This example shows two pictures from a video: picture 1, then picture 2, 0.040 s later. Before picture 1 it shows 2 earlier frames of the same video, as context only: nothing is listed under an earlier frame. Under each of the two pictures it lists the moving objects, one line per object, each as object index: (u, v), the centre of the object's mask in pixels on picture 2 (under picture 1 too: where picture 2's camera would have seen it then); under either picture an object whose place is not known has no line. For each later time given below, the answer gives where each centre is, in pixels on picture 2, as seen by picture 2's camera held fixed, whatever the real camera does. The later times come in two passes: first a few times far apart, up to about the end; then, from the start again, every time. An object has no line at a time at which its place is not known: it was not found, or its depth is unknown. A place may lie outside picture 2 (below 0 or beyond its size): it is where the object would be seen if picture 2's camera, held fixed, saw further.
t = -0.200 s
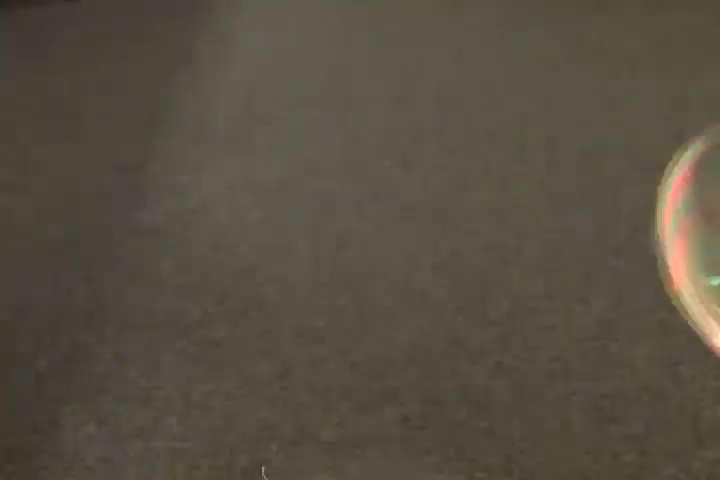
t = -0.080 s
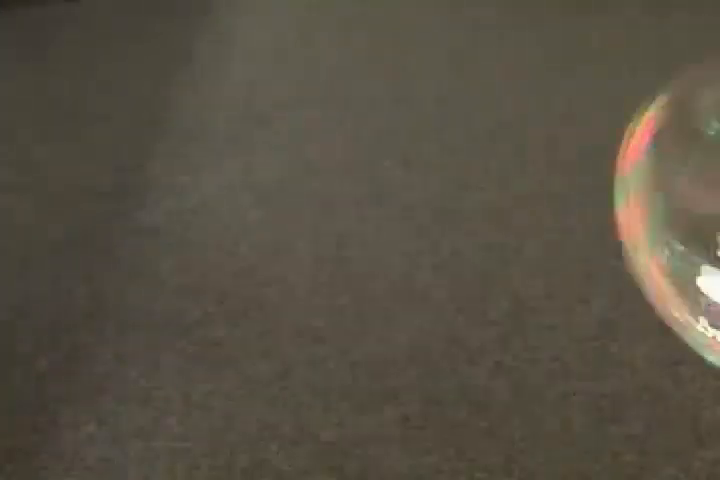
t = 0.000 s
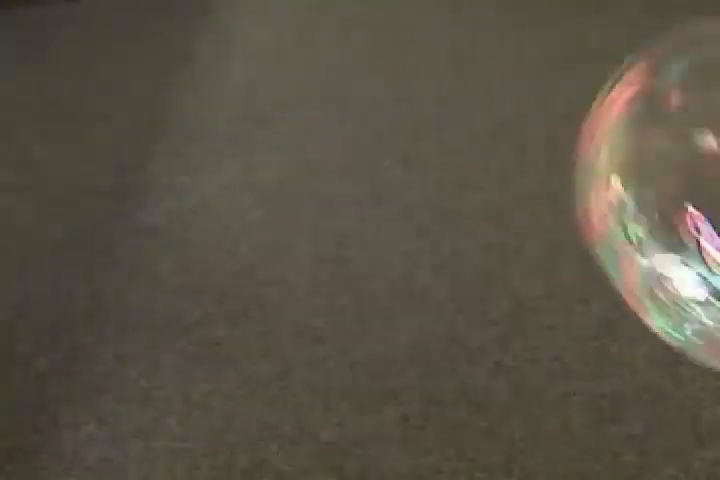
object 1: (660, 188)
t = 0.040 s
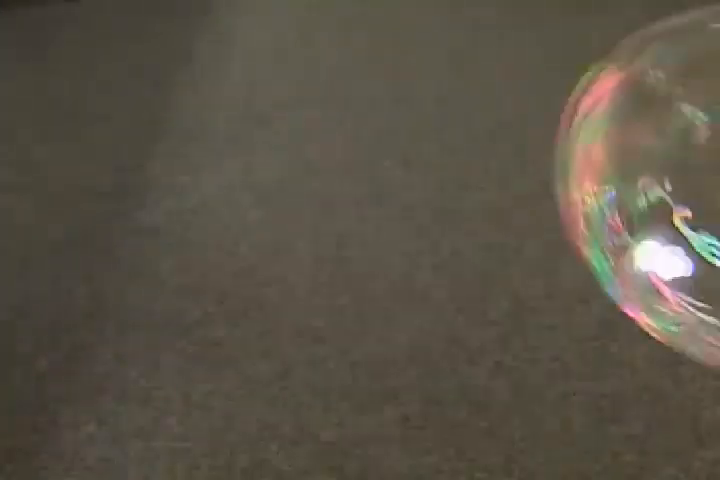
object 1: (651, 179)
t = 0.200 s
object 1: (611, 174)
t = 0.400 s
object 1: (544, 194)
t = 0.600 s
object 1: (468, 212)
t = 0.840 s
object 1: (347, 236)
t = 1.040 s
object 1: (264, 275)
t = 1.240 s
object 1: (230, 331)
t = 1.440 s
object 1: (231, 371)
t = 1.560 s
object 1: (239, 392)
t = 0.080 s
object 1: (645, 178)
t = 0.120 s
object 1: (635, 172)
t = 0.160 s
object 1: (625, 171)
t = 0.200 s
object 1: (611, 174)
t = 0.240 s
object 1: (602, 180)
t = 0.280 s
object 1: (587, 184)
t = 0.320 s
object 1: (571, 190)
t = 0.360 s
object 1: (557, 192)
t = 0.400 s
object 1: (544, 194)
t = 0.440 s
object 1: (527, 198)
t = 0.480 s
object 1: (519, 198)
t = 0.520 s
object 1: (501, 202)
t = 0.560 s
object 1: (486, 208)
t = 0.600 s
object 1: (468, 212)
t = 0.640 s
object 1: (451, 212)
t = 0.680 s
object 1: (428, 219)
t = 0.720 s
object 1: (411, 224)
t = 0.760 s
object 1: (387, 227)
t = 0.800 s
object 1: (367, 229)
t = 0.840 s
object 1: (347, 236)
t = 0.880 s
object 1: (333, 240)
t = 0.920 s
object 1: (310, 247)
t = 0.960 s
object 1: (294, 251)
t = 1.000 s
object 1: (278, 266)
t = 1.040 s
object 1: (264, 275)
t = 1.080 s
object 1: (254, 287)
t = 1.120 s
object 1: (244, 298)
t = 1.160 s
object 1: (238, 312)
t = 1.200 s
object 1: (233, 322)
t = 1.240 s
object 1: (230, 331)
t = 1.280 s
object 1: (227, 341)
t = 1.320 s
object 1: (229, 350)
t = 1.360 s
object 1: (229, 358)
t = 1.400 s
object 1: (229, 365)
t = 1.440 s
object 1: (231, 371)
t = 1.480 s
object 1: (235, 378)
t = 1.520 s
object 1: (237, 386)
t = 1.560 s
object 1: (239, 392)
